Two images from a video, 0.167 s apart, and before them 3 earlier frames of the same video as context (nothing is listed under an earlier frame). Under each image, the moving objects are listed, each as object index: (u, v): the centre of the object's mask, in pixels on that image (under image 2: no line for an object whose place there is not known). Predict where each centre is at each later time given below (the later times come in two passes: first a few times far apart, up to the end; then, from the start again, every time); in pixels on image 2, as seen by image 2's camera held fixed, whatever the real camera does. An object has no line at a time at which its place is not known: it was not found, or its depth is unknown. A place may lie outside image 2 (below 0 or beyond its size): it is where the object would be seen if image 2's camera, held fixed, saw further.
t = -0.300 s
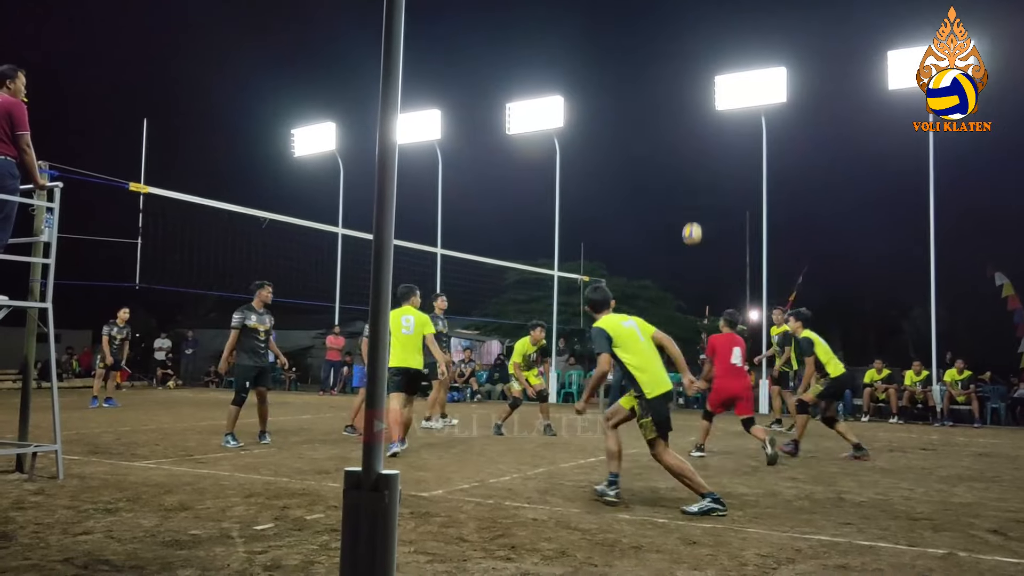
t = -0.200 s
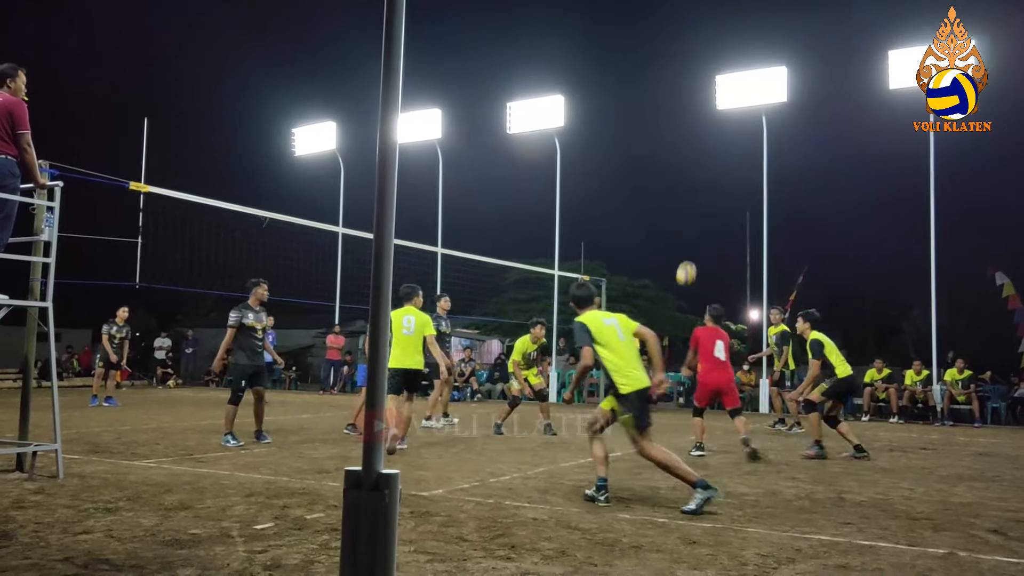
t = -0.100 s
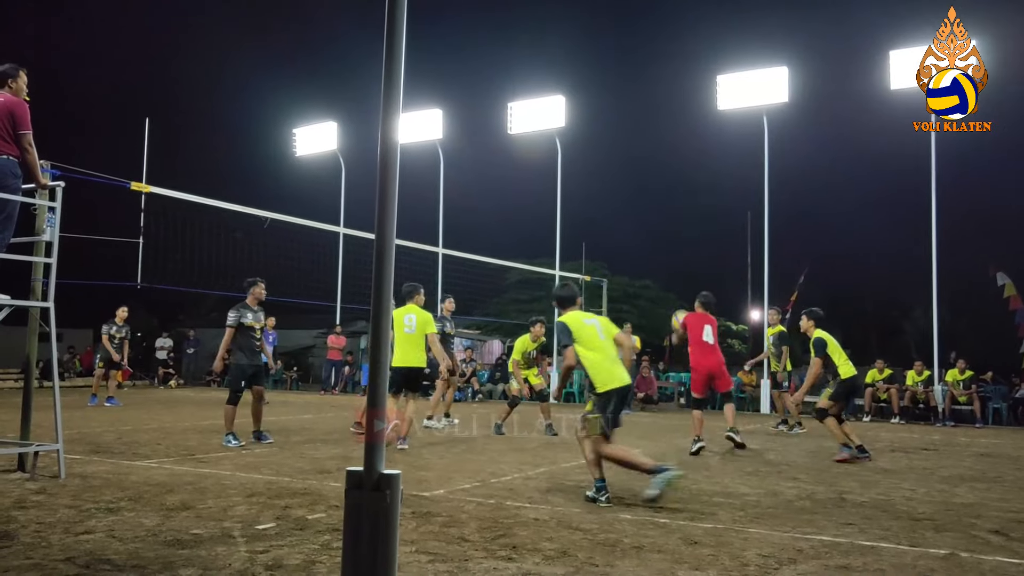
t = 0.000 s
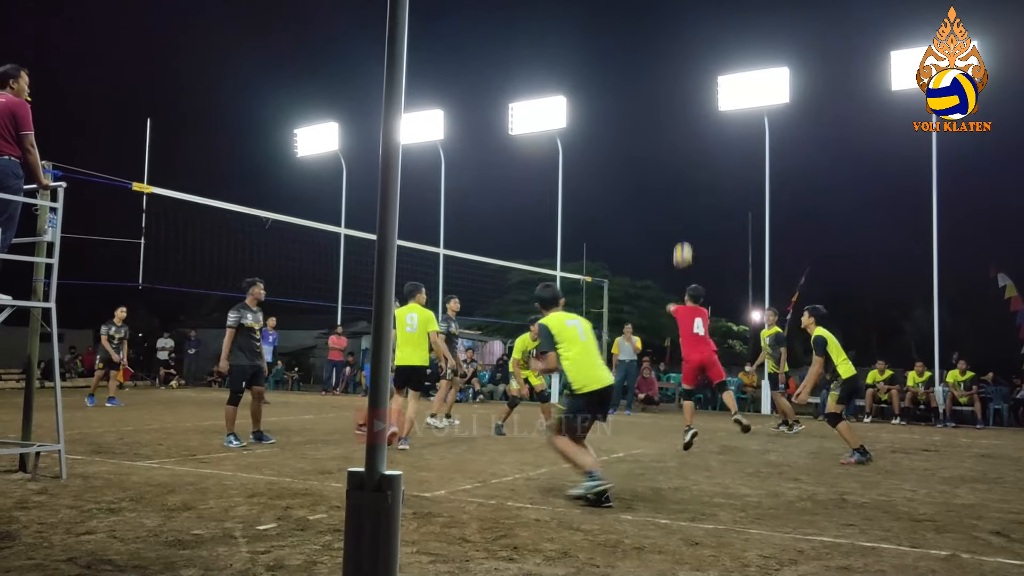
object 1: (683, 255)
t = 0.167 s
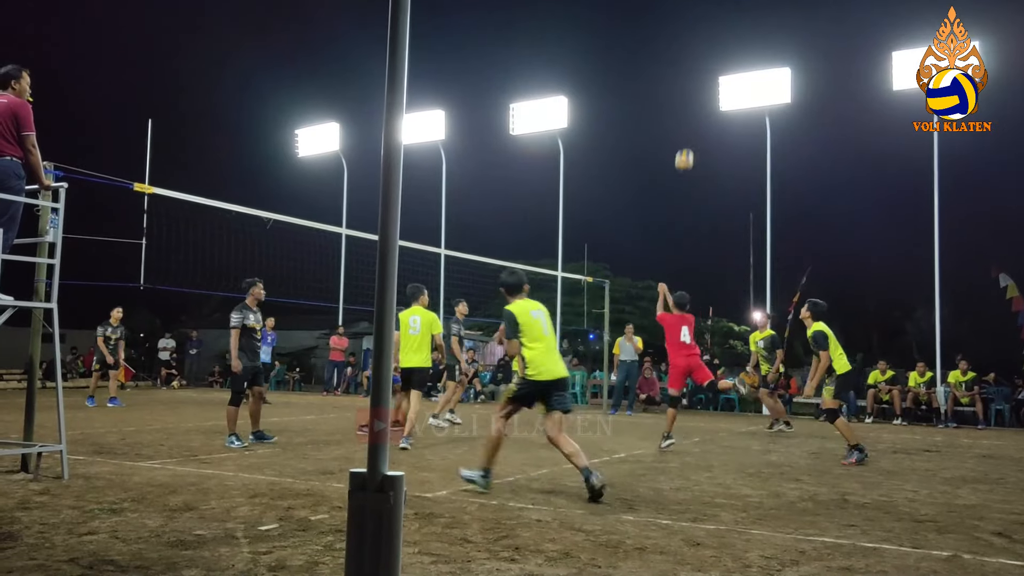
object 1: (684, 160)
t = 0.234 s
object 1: (684, 131)
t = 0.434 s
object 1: (683, 71)
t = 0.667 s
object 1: (681, 42)
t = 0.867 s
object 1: (679, 49)
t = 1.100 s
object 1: (677, 87)
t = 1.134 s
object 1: (676, 95)
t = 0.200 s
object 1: (684, 145)
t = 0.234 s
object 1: (684, 131)
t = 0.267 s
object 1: (684, 118)
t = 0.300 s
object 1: (684, 106)
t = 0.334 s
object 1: (684, 96)
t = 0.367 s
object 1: (684, 86)
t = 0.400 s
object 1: (684, 78)
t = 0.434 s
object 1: (683, 71)
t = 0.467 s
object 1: (683, 64)
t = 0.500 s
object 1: (683, 58)
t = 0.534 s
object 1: (682, 53)
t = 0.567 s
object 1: (682, 49)
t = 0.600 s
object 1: (682, 46)
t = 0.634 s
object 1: (682, 44)
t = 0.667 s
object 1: (681, 42)
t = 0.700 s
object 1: (681, 42)
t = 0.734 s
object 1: (680, 41)
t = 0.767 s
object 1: (680, 42)
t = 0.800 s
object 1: (680, 44)
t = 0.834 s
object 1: (679, 46)
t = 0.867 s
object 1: (679, 49)
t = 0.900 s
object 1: (679, 52)
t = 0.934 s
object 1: (679, 56)
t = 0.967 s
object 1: (678, 61)
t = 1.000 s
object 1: (678, 67)
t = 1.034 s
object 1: (678, 73)
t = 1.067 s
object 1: (677, 80)
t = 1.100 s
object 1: (677, 87)
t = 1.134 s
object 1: (676, 95)
